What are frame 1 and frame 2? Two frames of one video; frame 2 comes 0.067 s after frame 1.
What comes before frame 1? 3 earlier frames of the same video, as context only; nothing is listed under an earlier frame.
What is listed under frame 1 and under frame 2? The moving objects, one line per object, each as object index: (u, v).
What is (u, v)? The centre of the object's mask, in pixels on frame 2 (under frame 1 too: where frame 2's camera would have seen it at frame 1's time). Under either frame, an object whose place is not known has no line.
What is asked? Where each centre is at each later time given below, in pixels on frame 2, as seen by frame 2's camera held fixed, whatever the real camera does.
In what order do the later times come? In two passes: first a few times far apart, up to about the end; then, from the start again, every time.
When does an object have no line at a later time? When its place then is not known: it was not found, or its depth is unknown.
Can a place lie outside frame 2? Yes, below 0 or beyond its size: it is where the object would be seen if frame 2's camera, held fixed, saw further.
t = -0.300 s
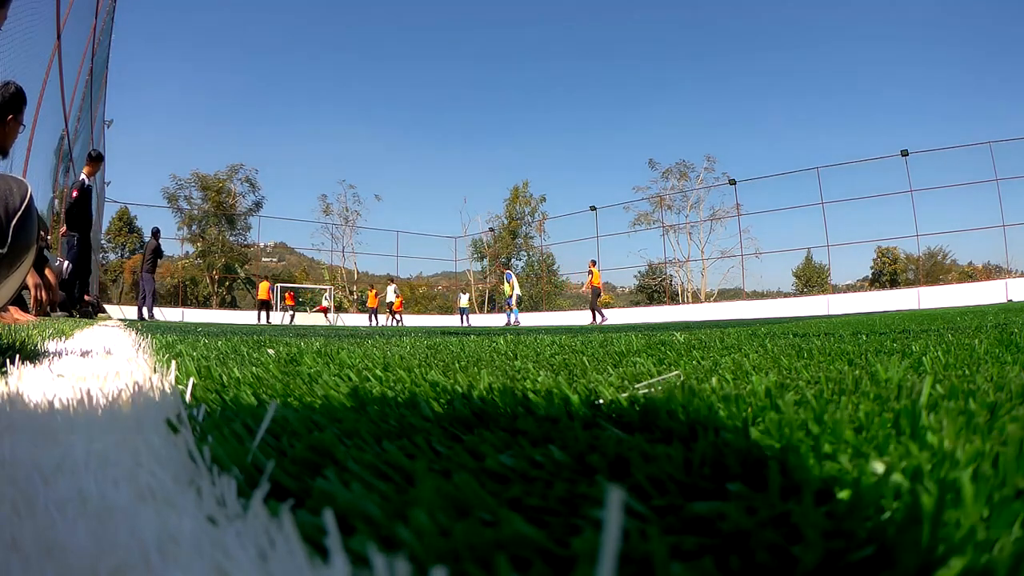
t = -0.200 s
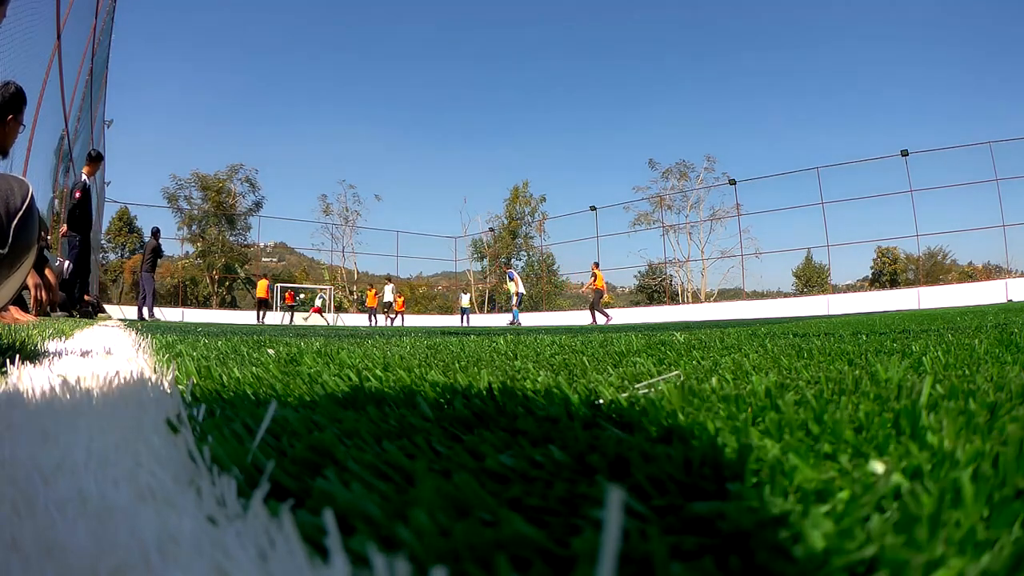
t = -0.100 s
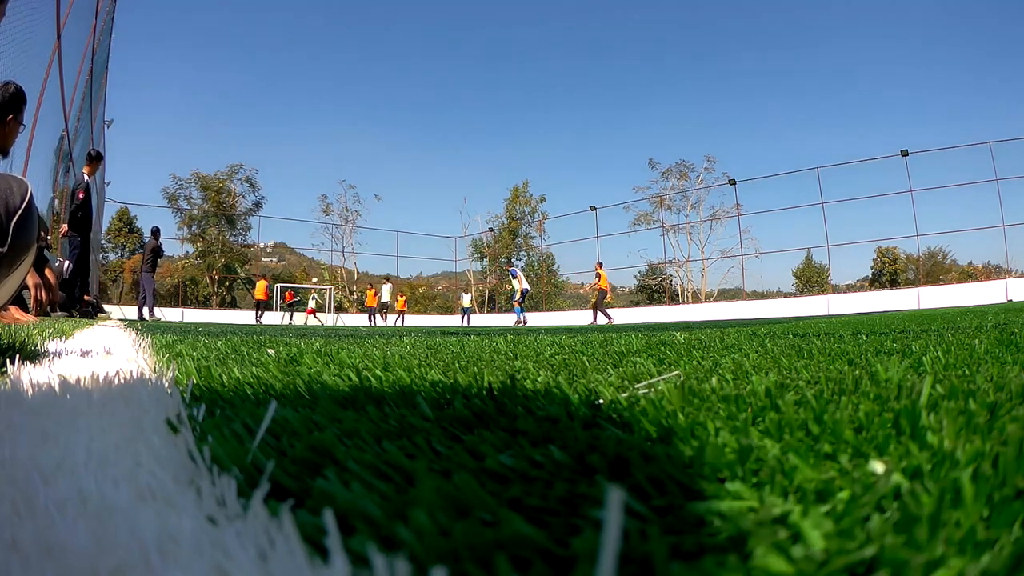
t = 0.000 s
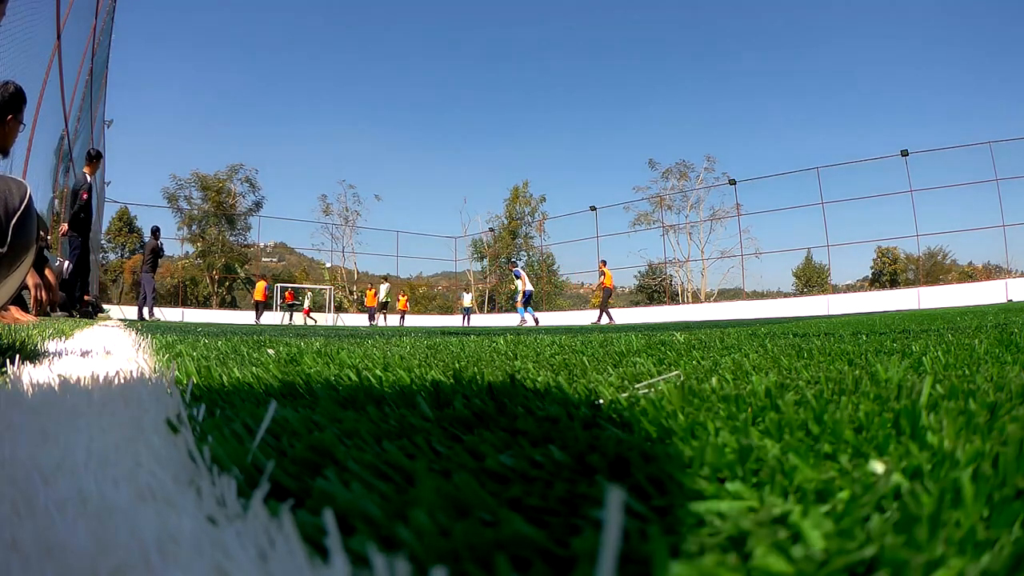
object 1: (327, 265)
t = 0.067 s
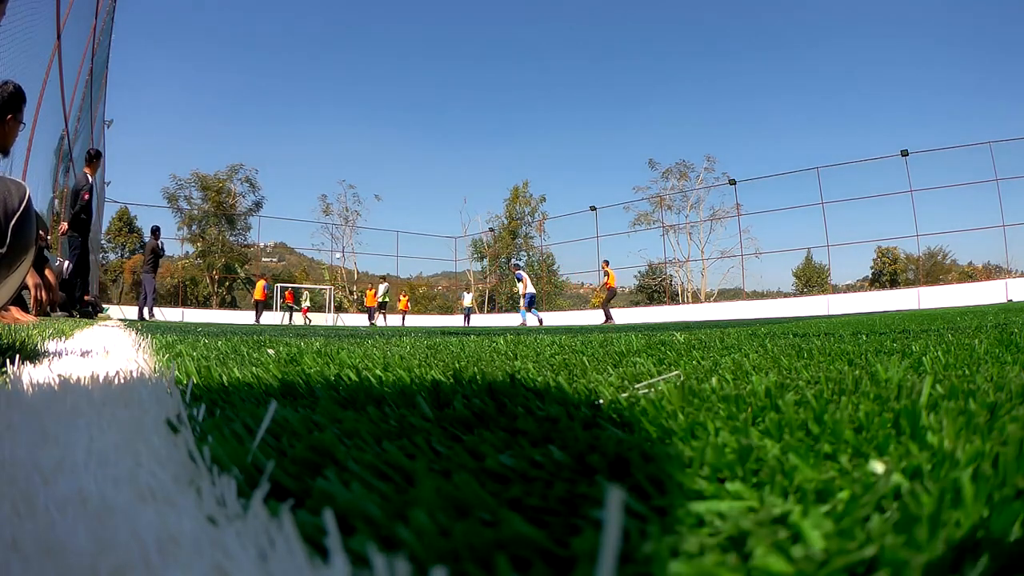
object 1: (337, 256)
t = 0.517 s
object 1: (419, 214)
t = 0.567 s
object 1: (431, 212)
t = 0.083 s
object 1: (340, 253)
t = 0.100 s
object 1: (343, 251)
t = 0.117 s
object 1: (346, 249)
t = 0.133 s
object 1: (348, 247)
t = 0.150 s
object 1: (351, 245)
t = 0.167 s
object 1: (354, 243)
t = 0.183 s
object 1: (356, 241)
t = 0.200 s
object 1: (359, 239)
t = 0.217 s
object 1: (361, 238)
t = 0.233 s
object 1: (364, 236)
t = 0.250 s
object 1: (367, 234)
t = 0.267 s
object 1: (370, 232)
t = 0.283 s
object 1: (373, 231)
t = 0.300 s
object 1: (376, 229)
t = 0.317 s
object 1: (379, 228)
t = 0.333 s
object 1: (382, 226)
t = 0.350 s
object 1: (385, 225)
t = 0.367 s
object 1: (389, 223)
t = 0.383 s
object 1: (392, 222)
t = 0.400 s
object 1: (395, 221)
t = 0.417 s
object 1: (399, 220)
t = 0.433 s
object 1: (402, 218)
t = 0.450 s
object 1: (406, 217)
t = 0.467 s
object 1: (409, 216)
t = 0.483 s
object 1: (413, 216)
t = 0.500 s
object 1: (416, 214)
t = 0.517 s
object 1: (419, 214)
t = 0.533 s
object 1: (423, 213)
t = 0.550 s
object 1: (427, 213)
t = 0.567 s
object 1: (431, 212)
